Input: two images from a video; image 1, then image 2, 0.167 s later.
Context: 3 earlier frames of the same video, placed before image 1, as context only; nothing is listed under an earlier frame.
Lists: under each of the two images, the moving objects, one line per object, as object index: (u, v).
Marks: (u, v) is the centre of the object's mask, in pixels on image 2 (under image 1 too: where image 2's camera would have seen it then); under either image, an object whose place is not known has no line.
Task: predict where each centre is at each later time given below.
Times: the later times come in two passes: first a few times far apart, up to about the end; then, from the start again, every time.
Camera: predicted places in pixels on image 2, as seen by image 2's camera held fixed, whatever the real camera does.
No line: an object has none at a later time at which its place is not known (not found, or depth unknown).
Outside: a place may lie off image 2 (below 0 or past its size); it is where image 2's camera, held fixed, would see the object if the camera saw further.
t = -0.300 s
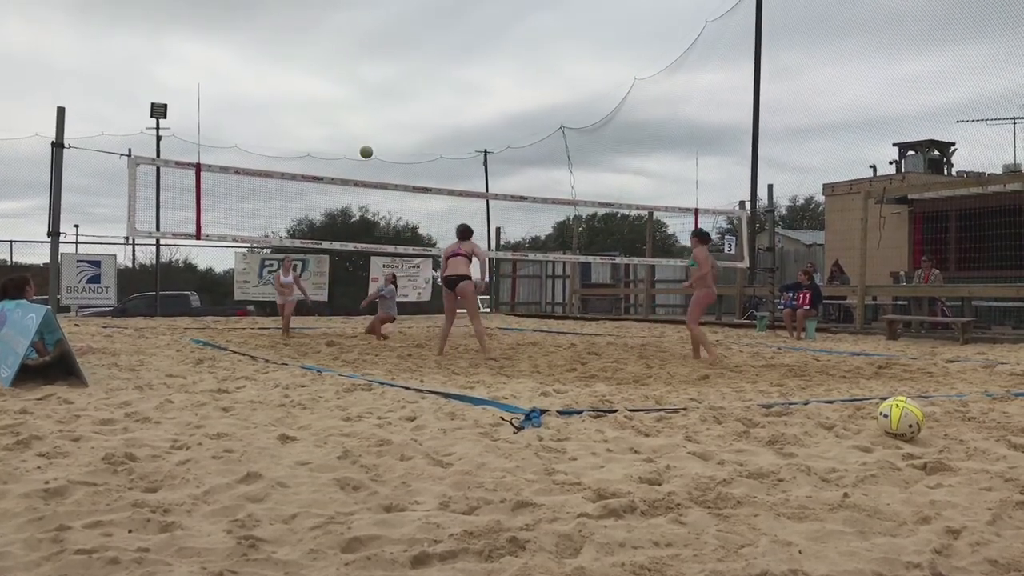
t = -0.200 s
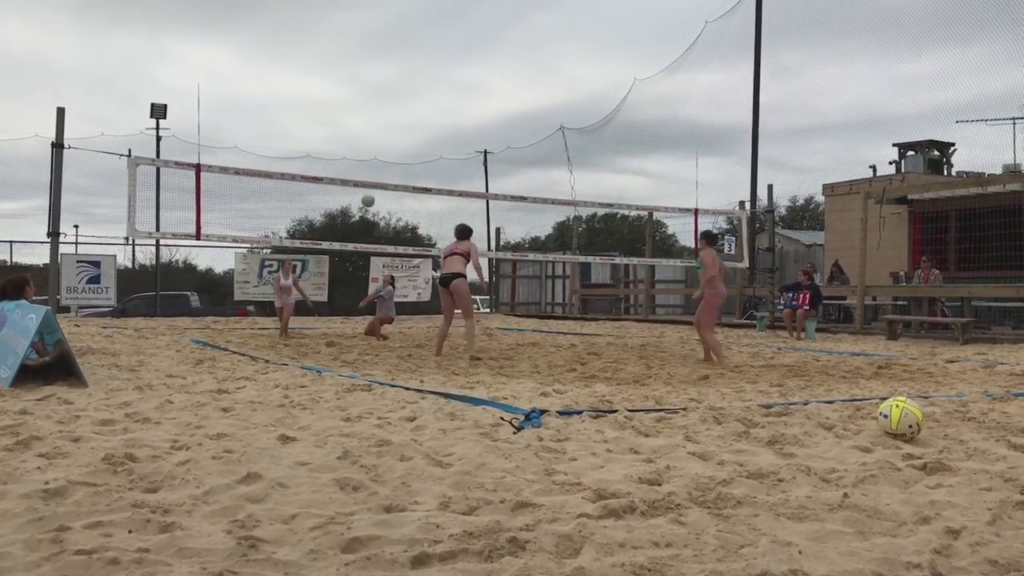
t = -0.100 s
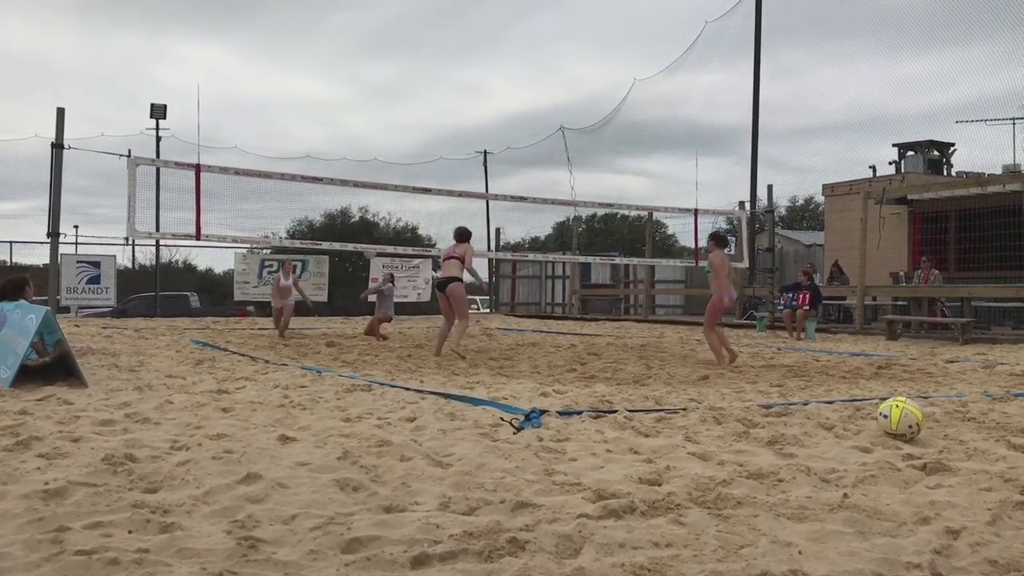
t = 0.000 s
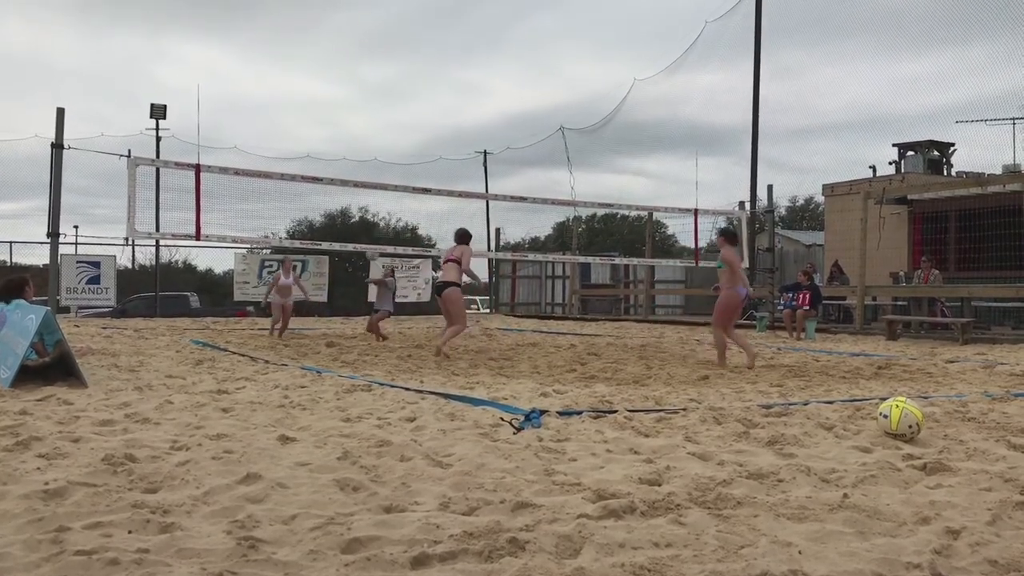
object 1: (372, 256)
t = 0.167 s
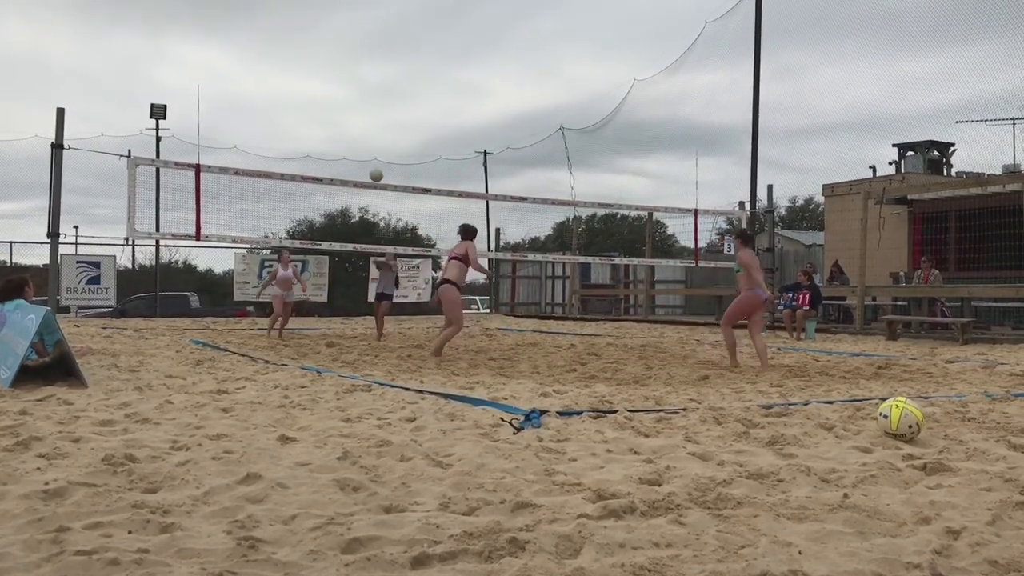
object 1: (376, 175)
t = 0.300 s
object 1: (378, 123)
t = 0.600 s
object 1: (382, 46)
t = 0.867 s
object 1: (384, 21)
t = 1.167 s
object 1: (385, 45)
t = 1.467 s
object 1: (383, 124)
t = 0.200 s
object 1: (376, 161)
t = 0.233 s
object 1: (377, 148)
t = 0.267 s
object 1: (377, 135)
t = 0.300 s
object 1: (378, 123)
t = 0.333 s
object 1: (378, 112)
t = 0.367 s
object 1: (379, 101)
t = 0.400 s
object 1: (379, 91)
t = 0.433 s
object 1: (380, 82)
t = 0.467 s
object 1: (380, 73)
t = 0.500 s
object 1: (381, 65)
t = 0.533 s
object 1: (381, 58)
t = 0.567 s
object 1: (382, 51)
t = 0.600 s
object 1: (382, 46)
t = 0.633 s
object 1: (382, 40)
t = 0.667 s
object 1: (383, 35)
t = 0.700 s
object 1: (383, 31)
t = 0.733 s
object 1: (383, 28)
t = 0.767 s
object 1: (384, 25)
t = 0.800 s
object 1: (384, 23)
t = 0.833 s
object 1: (384, 22)
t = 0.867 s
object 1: (384, 21)
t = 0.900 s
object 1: (385, 21)
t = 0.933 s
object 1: (385, 22)
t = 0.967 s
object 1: (385, 23)
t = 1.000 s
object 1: (385, 25)
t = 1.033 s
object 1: (385, 28)
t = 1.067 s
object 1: (386, 31)
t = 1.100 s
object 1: (385, 35)
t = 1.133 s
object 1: (385, 40)
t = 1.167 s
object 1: (385, 45)
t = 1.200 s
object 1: (385, 51)
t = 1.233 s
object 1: (385, 58)
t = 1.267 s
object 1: (385, 65)
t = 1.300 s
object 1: (385, 73)
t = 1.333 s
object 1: (385, 82)
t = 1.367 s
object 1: (384, 91)
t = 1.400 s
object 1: (384, 102)
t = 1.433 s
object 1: (384, 112)
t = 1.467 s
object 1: (383, 124)
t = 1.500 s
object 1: (383, 135)
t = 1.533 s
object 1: (382, 148)
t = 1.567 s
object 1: (382, 161)
